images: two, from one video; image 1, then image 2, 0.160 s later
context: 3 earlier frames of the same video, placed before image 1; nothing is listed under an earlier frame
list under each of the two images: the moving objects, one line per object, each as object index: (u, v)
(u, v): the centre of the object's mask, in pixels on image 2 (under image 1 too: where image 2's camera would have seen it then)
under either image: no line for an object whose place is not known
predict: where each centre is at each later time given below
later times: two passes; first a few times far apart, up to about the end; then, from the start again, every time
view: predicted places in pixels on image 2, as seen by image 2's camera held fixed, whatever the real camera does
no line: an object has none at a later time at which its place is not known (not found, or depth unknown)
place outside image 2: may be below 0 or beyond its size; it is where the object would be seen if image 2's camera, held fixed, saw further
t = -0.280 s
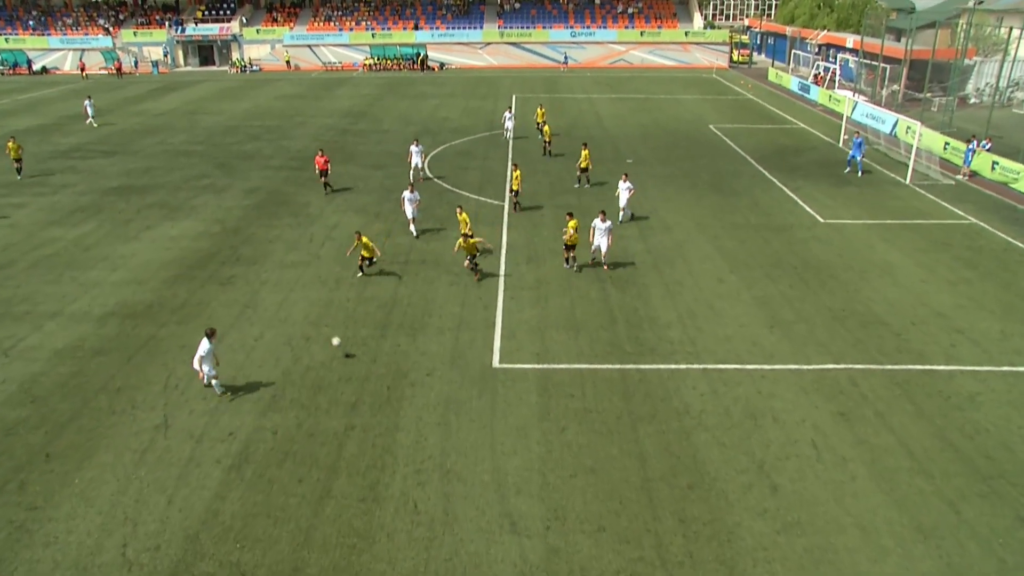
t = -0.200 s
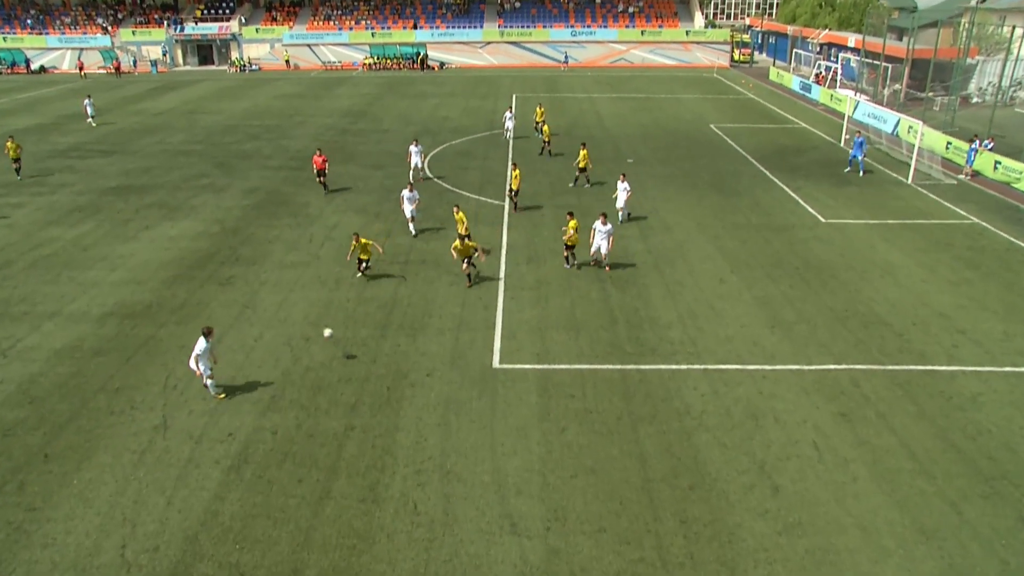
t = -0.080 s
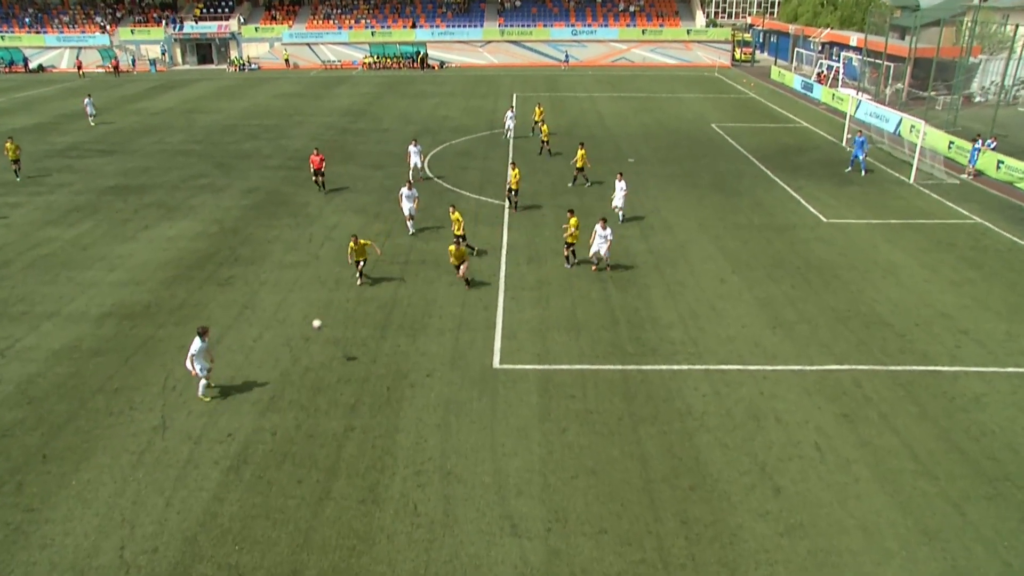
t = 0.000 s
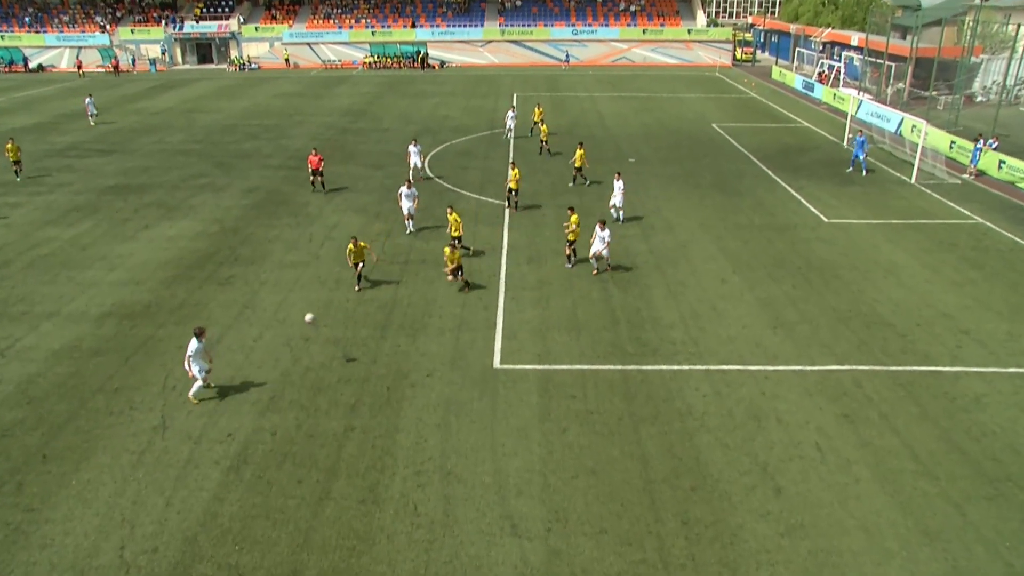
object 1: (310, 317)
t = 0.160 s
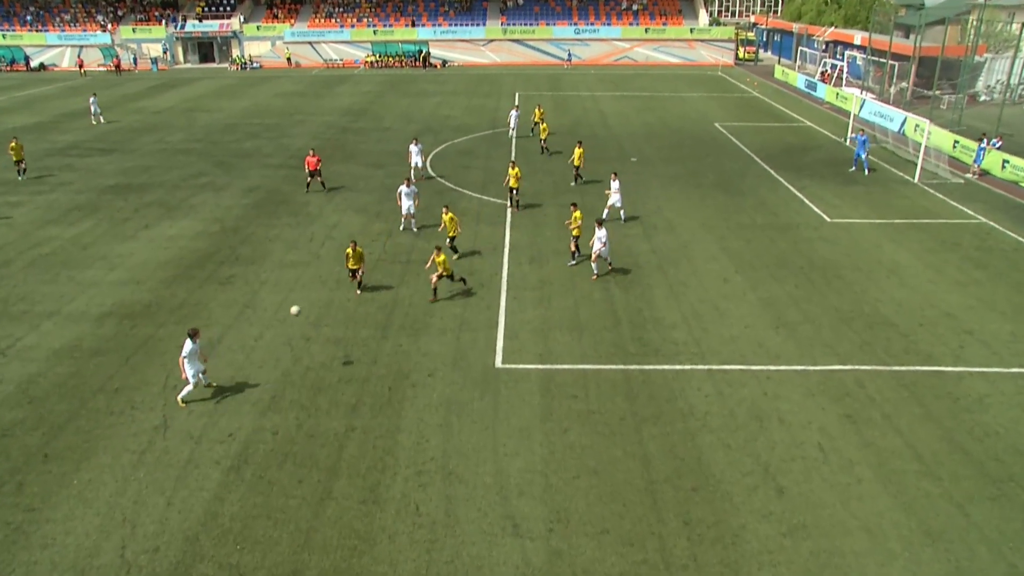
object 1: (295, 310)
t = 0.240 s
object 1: (287, 309)
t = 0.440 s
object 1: (266, 314)
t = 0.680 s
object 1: (244, 333)
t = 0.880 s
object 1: (227, 358)
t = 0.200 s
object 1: (289, 309)
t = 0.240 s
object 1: (287, 309)
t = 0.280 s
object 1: (282, 309)
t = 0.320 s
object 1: (279, 309)
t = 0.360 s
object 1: (274, 311)
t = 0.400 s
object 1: (271, 312)
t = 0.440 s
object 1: (266, 314)
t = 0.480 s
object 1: (264, 315)
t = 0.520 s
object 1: (259, 318)
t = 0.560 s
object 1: (256, 321)
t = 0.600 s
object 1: (251, 325)
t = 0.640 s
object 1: (248, 328)
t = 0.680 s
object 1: (244, 333)
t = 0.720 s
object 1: (241, 336)
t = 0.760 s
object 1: (237, 343)
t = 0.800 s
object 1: (234, 346)
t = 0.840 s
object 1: (230, 354)
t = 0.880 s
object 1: (227, 358)
